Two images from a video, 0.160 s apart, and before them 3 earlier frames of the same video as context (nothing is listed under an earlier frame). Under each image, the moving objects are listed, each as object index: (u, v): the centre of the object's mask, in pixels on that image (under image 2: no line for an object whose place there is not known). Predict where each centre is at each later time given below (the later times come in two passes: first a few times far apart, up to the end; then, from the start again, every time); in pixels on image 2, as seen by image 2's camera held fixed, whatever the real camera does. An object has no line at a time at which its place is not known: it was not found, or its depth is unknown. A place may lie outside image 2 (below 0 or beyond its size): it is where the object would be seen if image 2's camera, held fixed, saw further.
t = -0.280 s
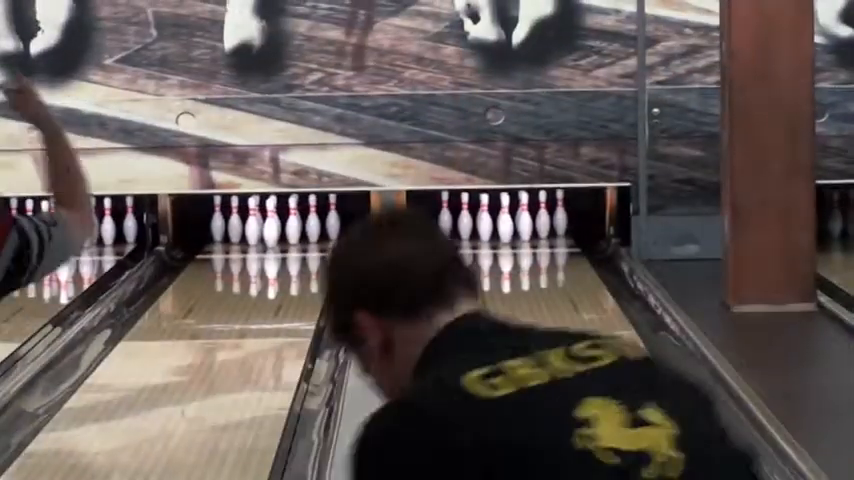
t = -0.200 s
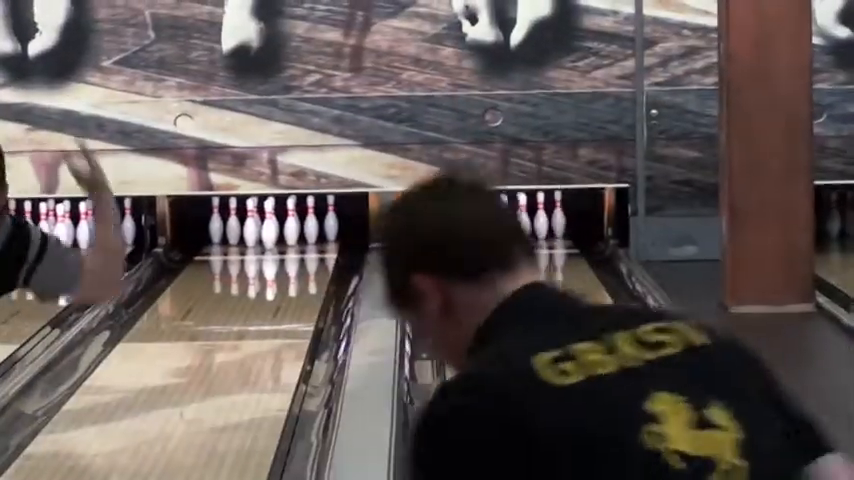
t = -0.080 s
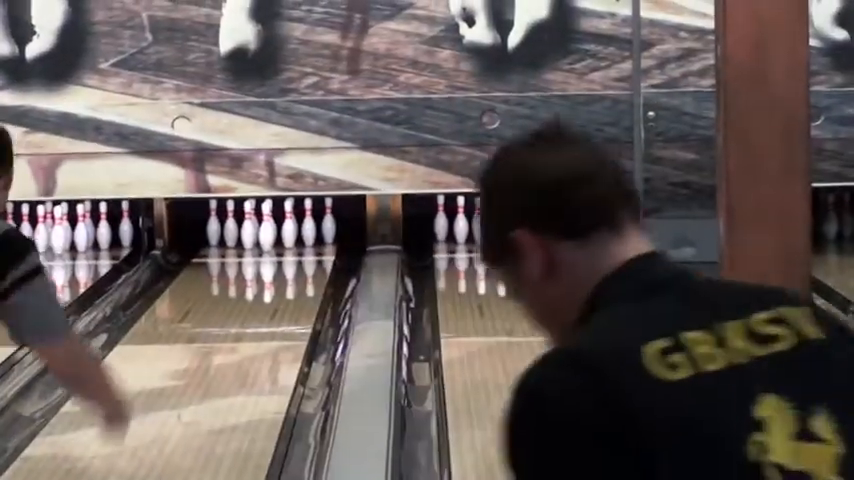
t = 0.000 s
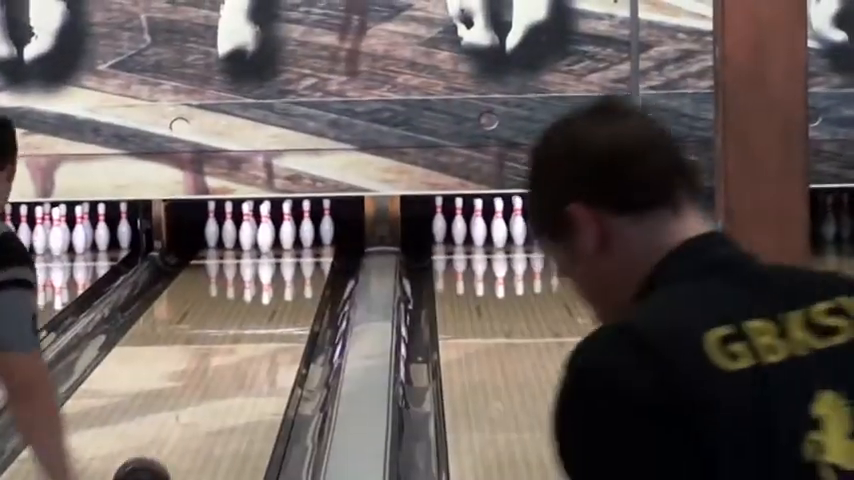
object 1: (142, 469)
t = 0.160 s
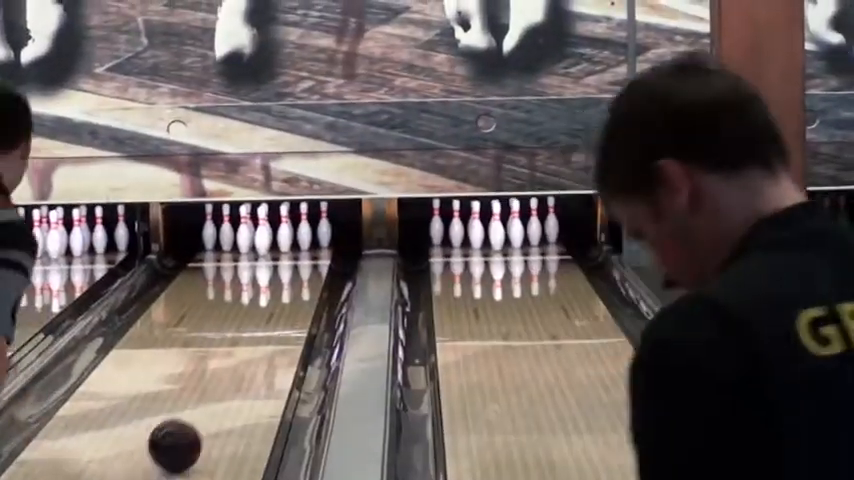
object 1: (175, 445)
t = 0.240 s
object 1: (190, 427)
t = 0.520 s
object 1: (231, 372)
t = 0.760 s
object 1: (256, 336)
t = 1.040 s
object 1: (274, 302)
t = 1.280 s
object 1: (283, 280)
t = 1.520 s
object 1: (283, 261)
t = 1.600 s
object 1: (281, 256)
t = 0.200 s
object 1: (182, 436)
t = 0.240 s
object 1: (190, 427)
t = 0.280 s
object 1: (196, 418)
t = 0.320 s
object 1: (203, 409)
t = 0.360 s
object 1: (209, 401)
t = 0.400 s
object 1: (215, 393)
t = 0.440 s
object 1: (221, 386)
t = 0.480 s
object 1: (226, 379)
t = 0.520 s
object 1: (231, 372)
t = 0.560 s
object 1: (236, 365)
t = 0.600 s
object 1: (241, 359)
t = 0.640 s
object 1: (244, 353)
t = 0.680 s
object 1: (249, 347)
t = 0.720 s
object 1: (252, 342)
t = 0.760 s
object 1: (256, 336)
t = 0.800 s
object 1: (259, 331)
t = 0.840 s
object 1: (262, 326)
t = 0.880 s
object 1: (265, 321)
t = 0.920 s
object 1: (267, 316)
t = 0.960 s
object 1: (270, 312)
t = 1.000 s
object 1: (272, 307)
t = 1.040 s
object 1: (274, 302)
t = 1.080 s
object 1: (277, 298)
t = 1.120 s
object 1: (278, 295)
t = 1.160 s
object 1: (280, 290)
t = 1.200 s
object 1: (281, 287)
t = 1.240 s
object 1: (282, 283)
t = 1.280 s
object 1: (283, 280)
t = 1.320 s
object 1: (284, 277)
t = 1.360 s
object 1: (284, 271)
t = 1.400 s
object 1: (284, 270)
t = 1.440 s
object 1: (284, 267)
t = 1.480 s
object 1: (284, 264)
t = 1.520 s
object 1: (283, 261)
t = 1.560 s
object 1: (283, 259)
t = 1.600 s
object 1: (281, 256)
